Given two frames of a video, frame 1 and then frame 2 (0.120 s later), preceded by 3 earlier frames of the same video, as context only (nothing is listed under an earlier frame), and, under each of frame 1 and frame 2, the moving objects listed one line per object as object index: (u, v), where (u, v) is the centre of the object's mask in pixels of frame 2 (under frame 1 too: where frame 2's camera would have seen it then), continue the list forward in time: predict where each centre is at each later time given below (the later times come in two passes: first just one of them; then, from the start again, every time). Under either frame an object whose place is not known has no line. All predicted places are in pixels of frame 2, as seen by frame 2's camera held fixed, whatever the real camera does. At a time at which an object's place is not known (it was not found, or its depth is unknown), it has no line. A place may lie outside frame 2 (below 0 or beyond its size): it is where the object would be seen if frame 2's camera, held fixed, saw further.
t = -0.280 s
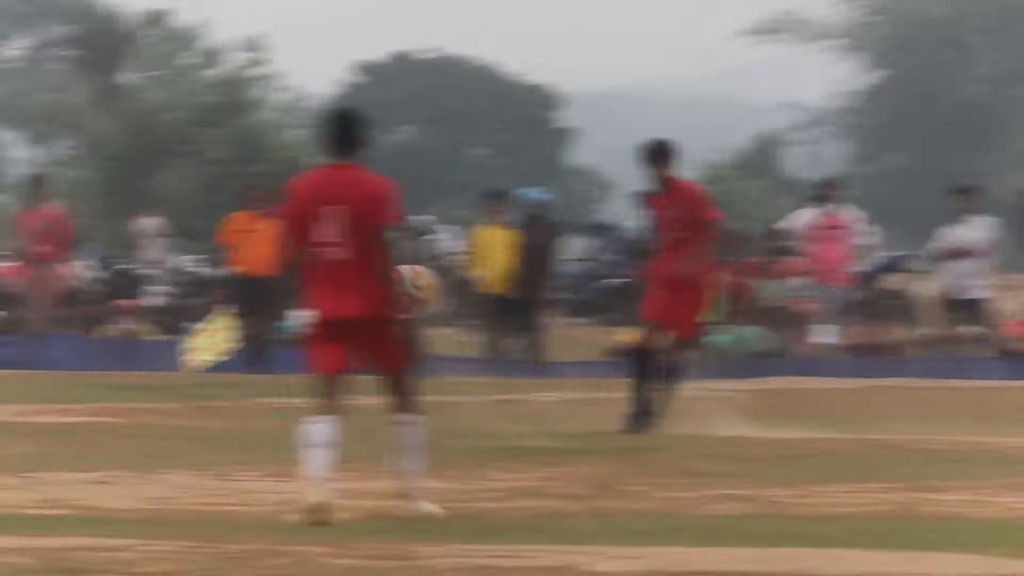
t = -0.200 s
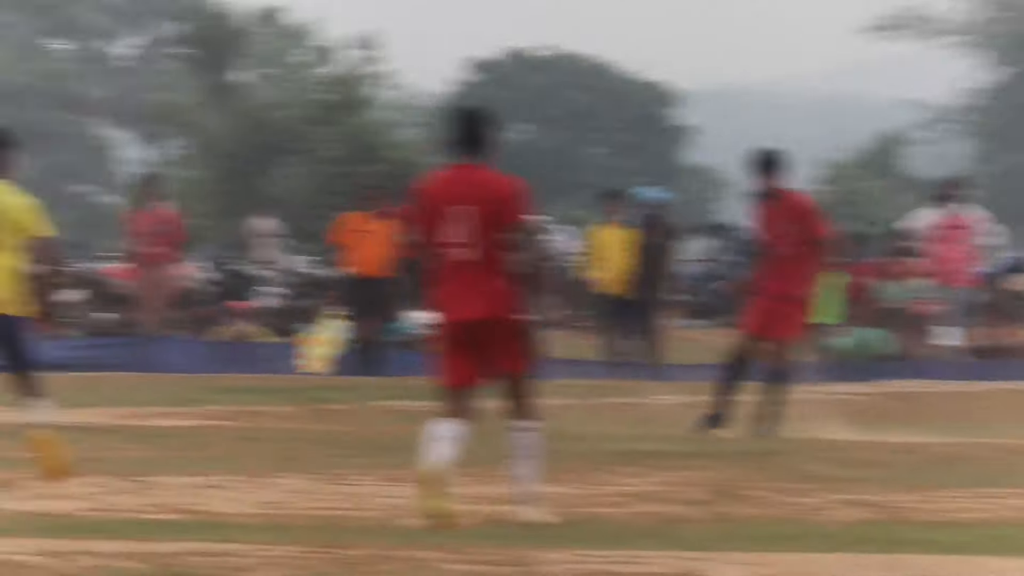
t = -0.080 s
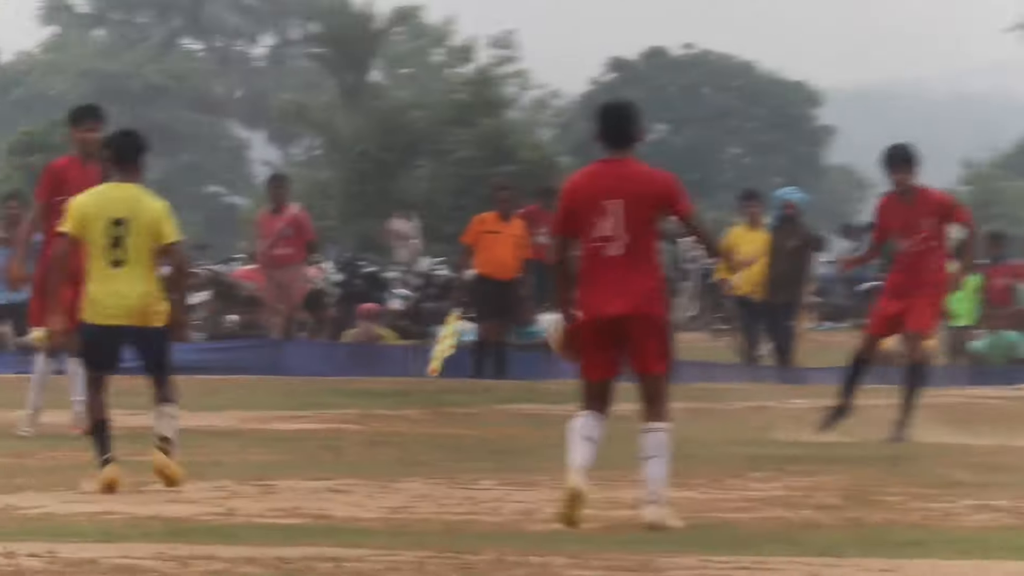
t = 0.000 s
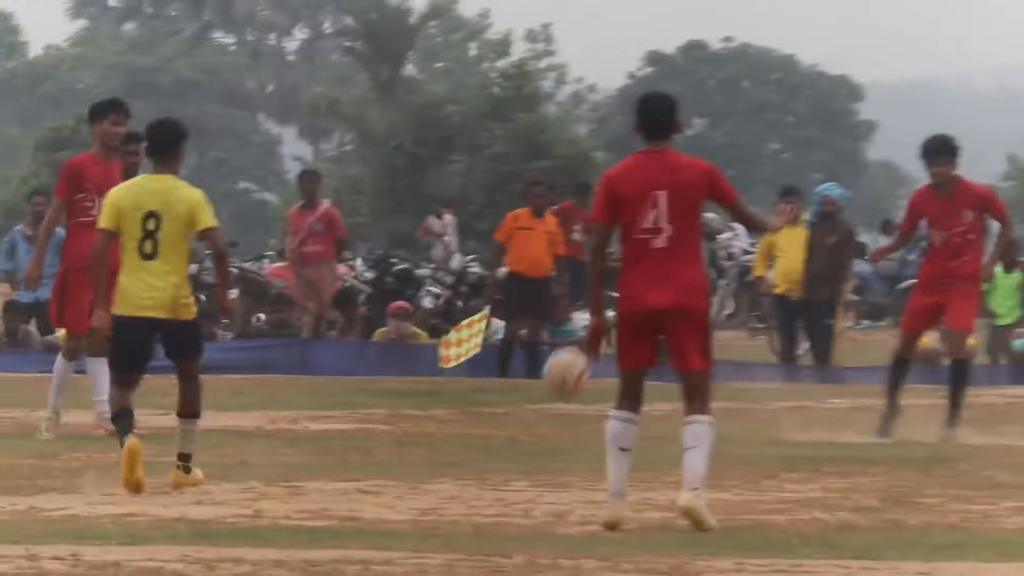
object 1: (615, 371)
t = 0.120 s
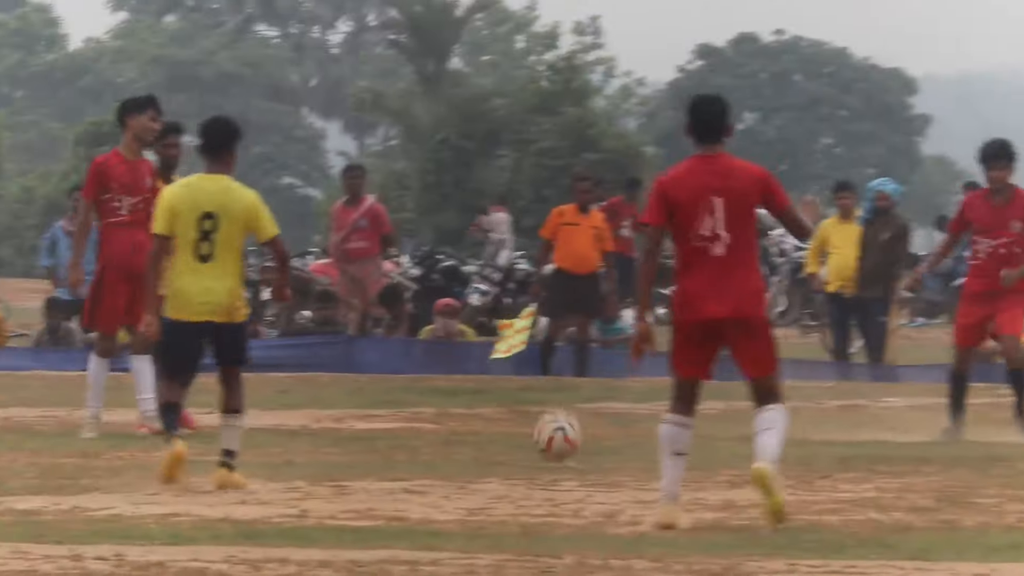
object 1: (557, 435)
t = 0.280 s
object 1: (481, 375)
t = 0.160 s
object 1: (539, 414)
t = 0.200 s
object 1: (519, 398)
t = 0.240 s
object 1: (500, 386)
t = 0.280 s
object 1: (481, 375)
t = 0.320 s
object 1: (462, 368)
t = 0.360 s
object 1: (442, 365)
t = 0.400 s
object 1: (423, 366)
